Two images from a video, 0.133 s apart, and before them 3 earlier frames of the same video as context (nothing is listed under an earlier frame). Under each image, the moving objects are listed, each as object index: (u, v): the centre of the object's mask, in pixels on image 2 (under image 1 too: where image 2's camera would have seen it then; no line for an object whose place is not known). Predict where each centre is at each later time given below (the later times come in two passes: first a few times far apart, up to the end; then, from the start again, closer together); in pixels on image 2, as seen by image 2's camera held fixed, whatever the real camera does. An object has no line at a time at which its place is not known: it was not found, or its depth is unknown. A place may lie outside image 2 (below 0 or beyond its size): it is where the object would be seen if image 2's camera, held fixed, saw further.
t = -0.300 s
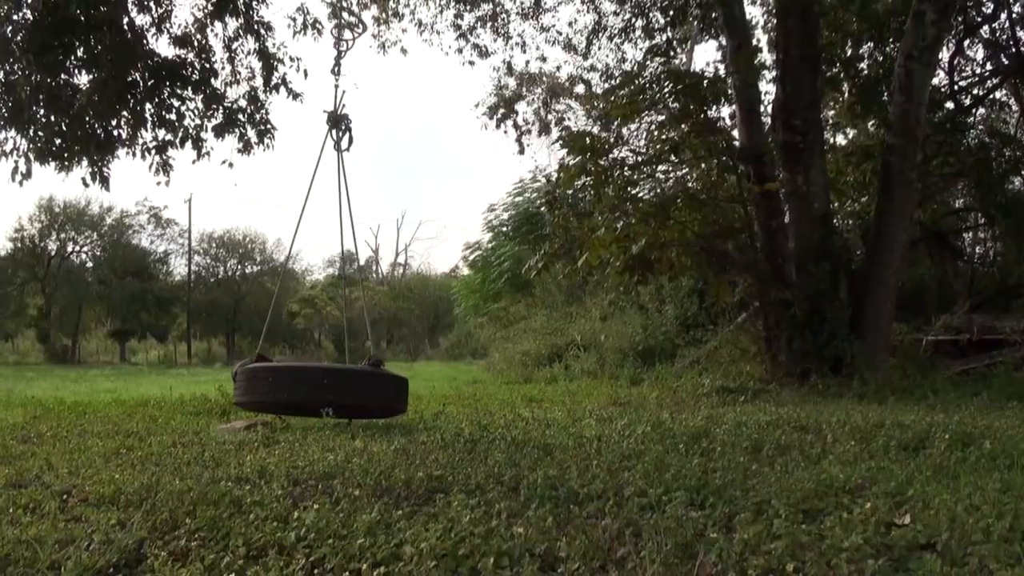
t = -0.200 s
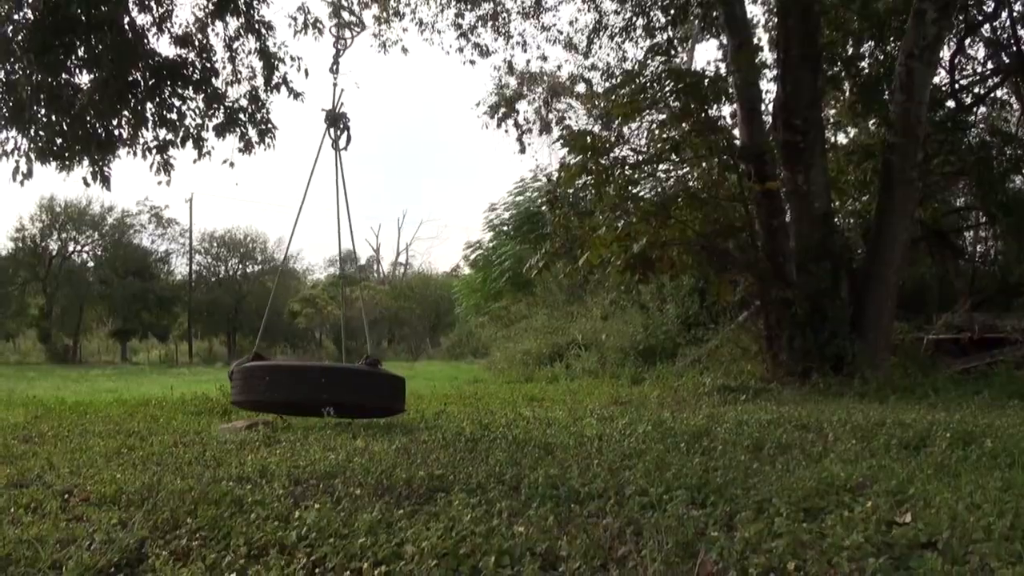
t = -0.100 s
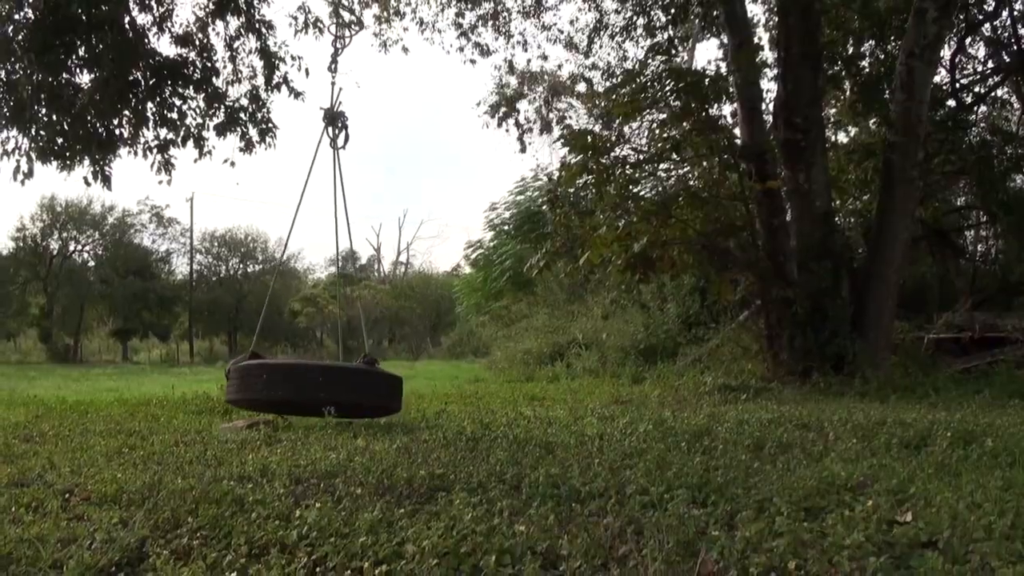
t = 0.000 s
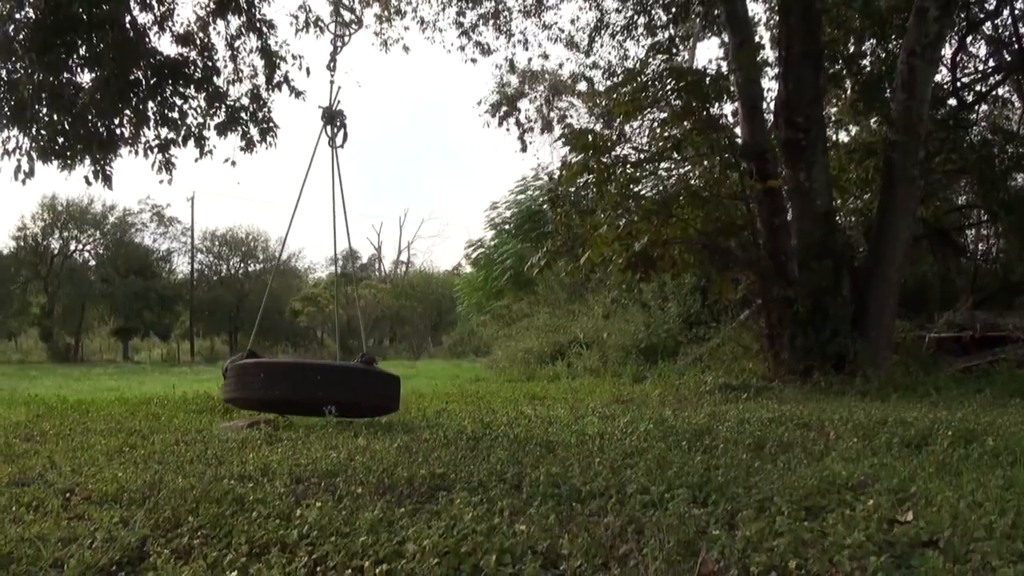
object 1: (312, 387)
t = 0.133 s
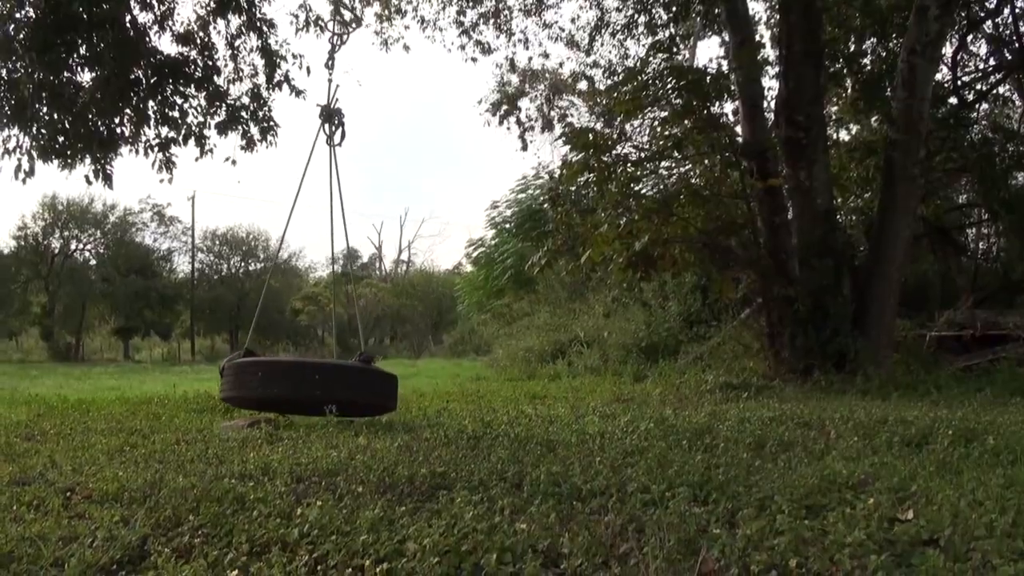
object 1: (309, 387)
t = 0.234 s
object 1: (307, 387)
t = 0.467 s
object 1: (306, 387)
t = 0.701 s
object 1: (309, 387)
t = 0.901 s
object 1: (314, 387)
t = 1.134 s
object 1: (323, 387)
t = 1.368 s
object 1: (335, 387)
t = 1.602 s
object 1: (348, 387)
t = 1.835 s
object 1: (361, 387)
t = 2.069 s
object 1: (372, 386)
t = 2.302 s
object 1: (381, 385)
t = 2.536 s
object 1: (387, 385)
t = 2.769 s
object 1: (389, 385)
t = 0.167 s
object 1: (308, 387)
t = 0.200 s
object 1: (308, 387)
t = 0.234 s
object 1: (307, 387)
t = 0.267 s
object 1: (307, 387)
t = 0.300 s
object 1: (306, 387)
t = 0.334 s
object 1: (306, 387)
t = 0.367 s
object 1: (306, 387)
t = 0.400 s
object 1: (306, 387)
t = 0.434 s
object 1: (306, 387)
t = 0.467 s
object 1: (306, 387)
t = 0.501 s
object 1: (306, 387)
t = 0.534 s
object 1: (306, 387)
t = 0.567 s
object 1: (306, 387)
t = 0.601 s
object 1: (307, 387)
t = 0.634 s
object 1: (307, 387)
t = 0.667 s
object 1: (308, 387)
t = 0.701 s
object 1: (309, 387)
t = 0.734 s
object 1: (309, 387)
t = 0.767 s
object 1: (310, 387)
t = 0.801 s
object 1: (311, 387)
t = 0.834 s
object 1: (312, 387)
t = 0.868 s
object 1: (313, 387)
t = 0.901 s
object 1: (314, 387)
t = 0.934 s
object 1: (315, 387)
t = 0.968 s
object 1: (317, 387)
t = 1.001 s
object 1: (318, 387)
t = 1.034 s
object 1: (319, 387)
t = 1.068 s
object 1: (321, 387)
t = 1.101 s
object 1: (322, 388)
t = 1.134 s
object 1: (323, 387)
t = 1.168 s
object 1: (326, 388)
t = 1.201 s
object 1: (327, 388)
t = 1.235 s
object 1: (329, 388)
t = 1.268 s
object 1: (330, 387)
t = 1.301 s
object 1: (332, 387)
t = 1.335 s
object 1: (334, 387)
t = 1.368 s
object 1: (335, 387)
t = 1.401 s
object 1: (337, 388)
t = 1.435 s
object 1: (339, 387)
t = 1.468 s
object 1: (341, 387)
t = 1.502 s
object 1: (343, 387)
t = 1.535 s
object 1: (345, 387)
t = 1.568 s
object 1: (347, 387)
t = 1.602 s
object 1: (348, 387)
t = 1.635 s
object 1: (350, 387)
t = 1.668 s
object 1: (352, 387)
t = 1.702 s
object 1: (354, 387)
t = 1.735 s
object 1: (356, 387)
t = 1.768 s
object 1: (357, 387)
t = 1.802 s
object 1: (359, 387)
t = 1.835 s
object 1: (361, 387)
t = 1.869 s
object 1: (363, 387)
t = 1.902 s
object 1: (364, 387)
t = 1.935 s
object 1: (366, 387)
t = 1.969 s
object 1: (367, 387)
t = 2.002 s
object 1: (369, 387)
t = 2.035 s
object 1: (370, 386)
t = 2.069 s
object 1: (372, 386)
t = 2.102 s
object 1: (373, 386)
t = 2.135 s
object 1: (375, 386)
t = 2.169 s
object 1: (376, 386)
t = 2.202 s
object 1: (378, 386)
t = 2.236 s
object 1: (379, 386)
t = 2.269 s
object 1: (380, 385)
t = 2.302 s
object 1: (381, 385)
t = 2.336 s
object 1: (382, 385)
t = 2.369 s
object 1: (383, 385)
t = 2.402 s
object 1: (384, 385)
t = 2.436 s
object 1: (385, 385)
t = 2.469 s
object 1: (386, 385)
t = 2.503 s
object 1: (386, 385)
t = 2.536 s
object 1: (387, 385)
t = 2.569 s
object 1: (387, 385)
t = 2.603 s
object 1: (387, 385)
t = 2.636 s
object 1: (388, 385)
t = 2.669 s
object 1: (389, 385)
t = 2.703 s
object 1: (389, 385)
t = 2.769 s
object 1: (389, 385)
